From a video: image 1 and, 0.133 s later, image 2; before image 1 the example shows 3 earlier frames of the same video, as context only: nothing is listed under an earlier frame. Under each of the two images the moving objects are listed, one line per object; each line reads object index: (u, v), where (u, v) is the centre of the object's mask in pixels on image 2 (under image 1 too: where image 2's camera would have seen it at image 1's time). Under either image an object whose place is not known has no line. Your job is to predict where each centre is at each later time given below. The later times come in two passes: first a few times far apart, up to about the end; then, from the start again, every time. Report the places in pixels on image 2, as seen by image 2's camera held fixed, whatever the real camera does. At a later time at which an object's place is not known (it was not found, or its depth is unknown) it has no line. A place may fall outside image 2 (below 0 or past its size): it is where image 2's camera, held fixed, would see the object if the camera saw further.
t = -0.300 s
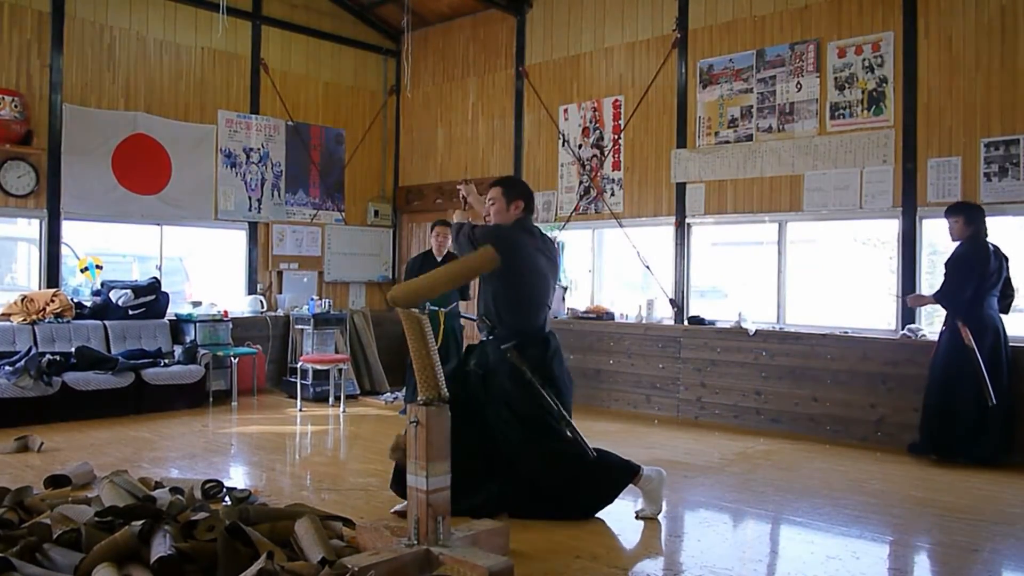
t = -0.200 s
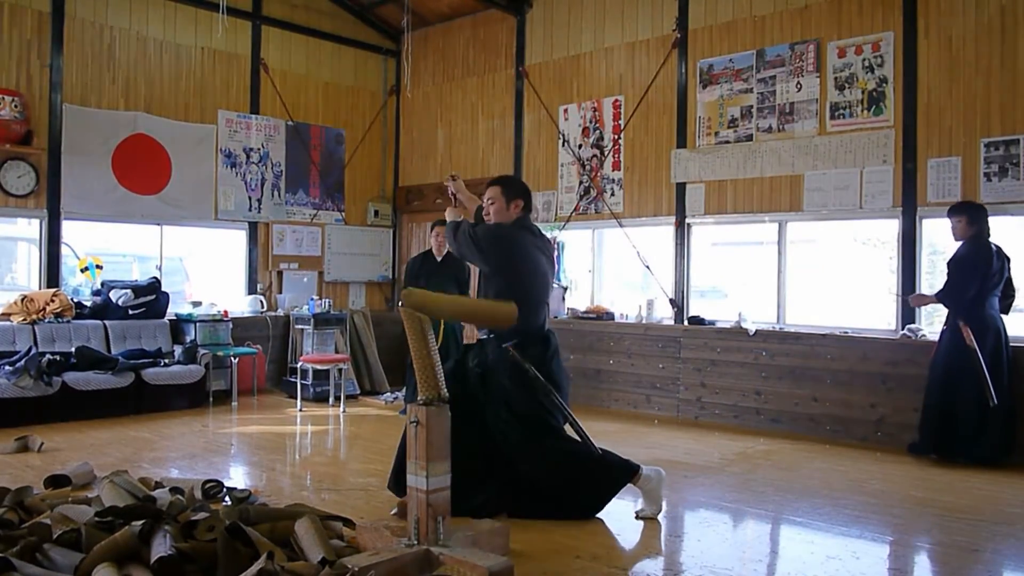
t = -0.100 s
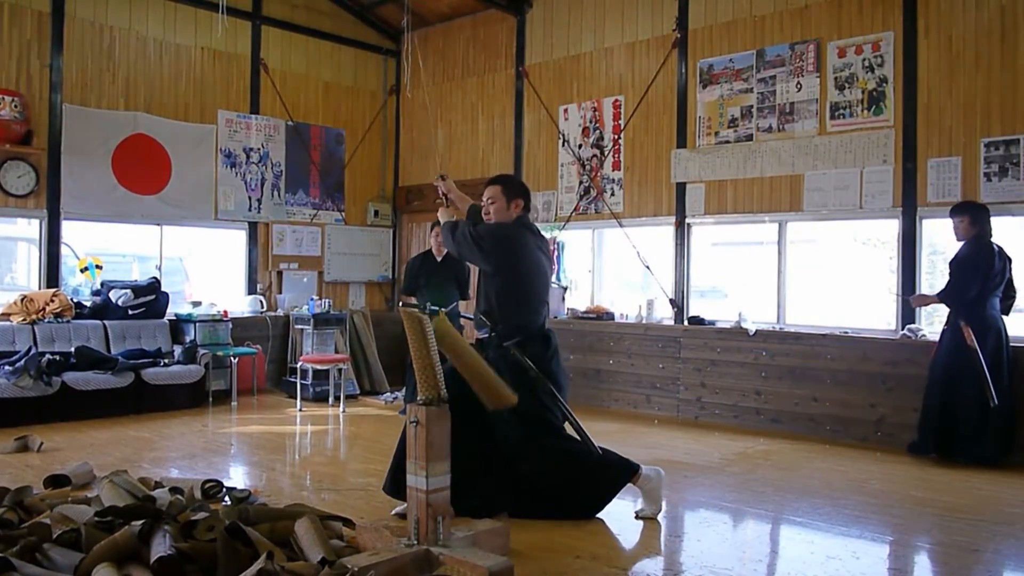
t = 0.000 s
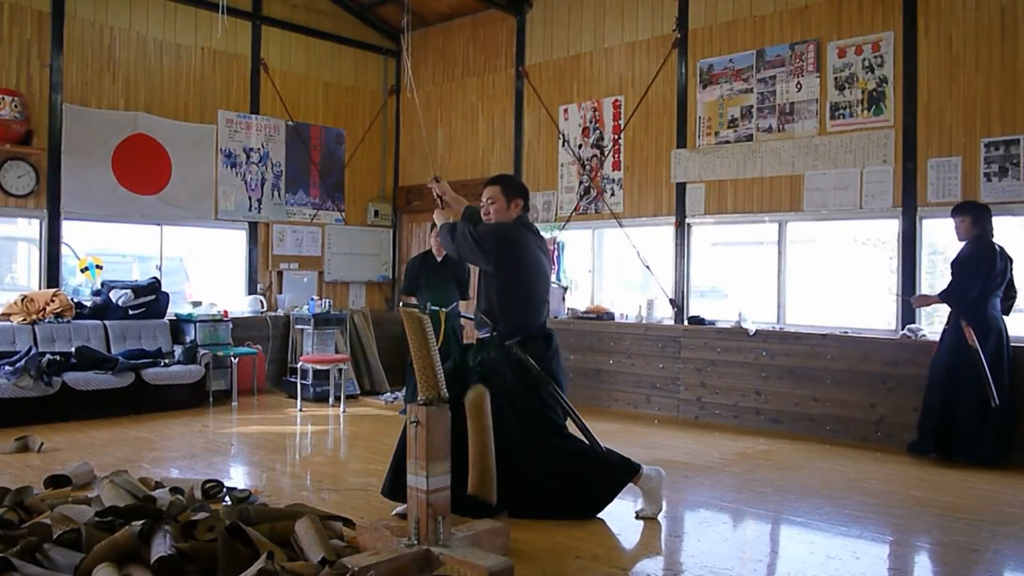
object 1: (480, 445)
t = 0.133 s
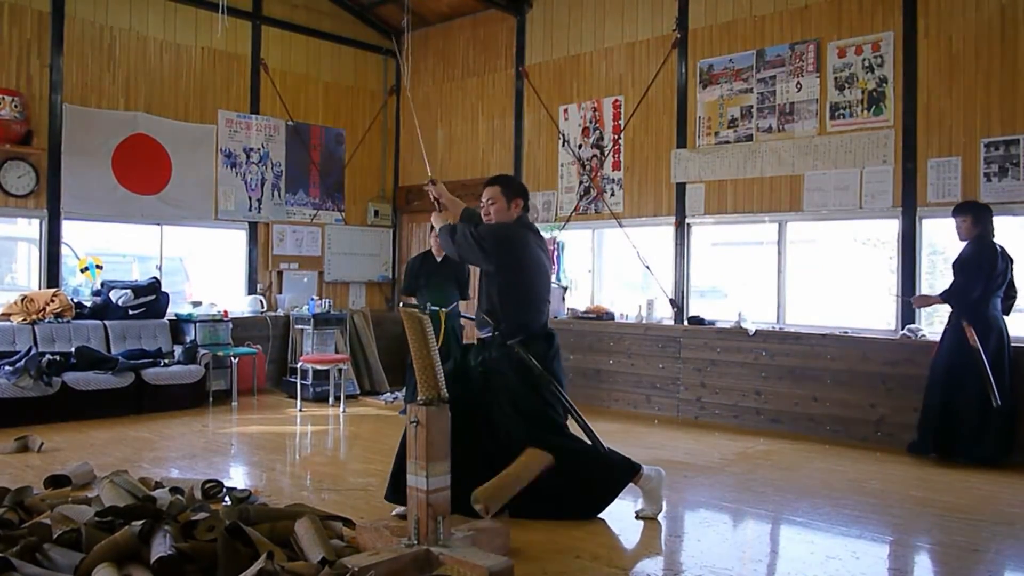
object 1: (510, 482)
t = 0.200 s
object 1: (528, 493)
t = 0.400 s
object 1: (554, 519)
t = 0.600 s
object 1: (555, 528)
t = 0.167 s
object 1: (519, 486)
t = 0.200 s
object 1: (528, 493)
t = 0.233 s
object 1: (537, 504)
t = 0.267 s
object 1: (543, 508)
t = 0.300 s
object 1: (545, 506)
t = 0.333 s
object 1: (548, 508)
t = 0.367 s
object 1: (551, 512)
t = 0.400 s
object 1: (554, 519)
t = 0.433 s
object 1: (558, 530)
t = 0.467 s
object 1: (560, 532)
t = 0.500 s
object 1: (558, 529)
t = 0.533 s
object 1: (556, 528)
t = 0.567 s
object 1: (555, 528)
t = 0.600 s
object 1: (555, 528)
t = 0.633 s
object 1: (554, 528)
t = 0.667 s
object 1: (553, 528)
